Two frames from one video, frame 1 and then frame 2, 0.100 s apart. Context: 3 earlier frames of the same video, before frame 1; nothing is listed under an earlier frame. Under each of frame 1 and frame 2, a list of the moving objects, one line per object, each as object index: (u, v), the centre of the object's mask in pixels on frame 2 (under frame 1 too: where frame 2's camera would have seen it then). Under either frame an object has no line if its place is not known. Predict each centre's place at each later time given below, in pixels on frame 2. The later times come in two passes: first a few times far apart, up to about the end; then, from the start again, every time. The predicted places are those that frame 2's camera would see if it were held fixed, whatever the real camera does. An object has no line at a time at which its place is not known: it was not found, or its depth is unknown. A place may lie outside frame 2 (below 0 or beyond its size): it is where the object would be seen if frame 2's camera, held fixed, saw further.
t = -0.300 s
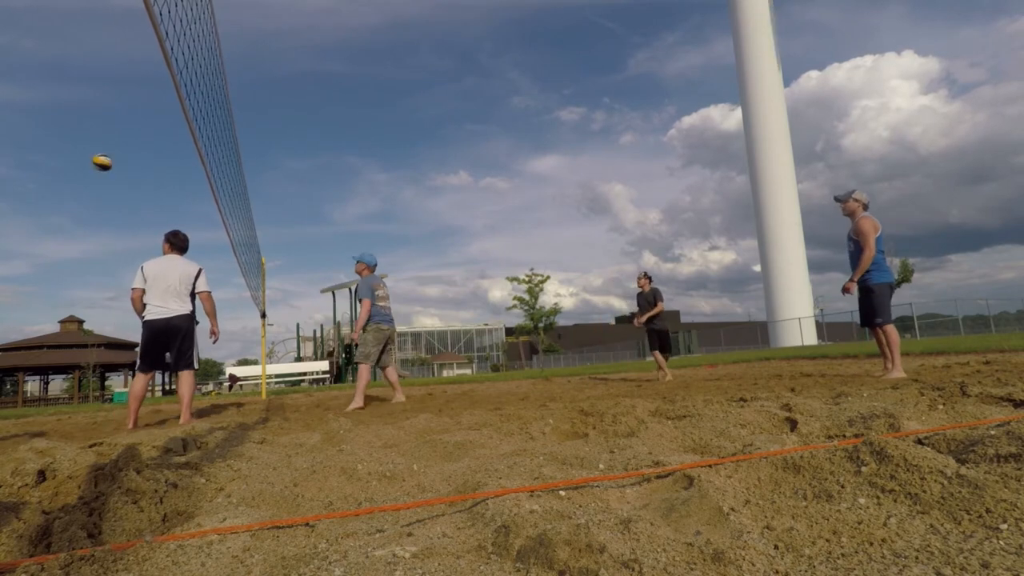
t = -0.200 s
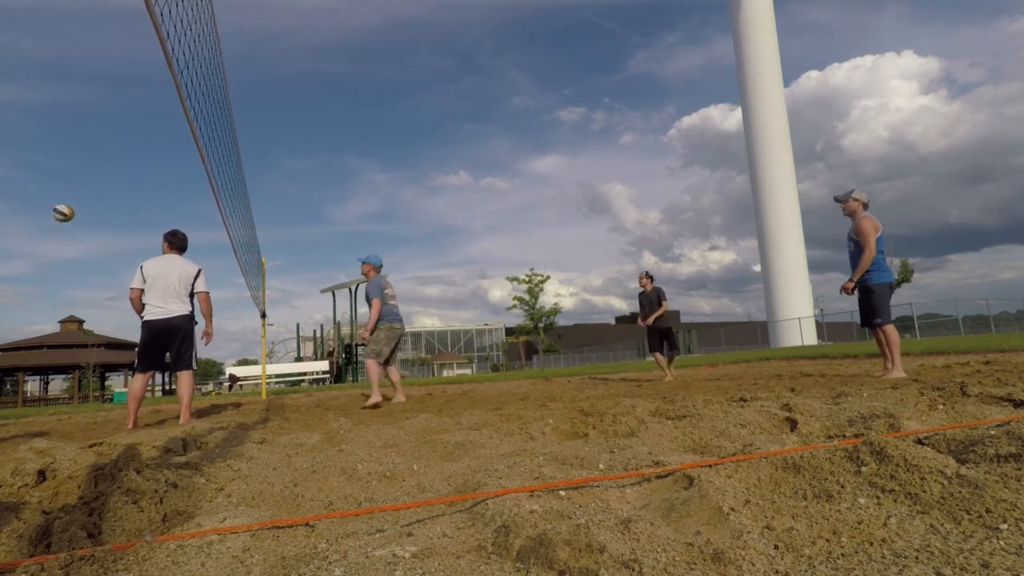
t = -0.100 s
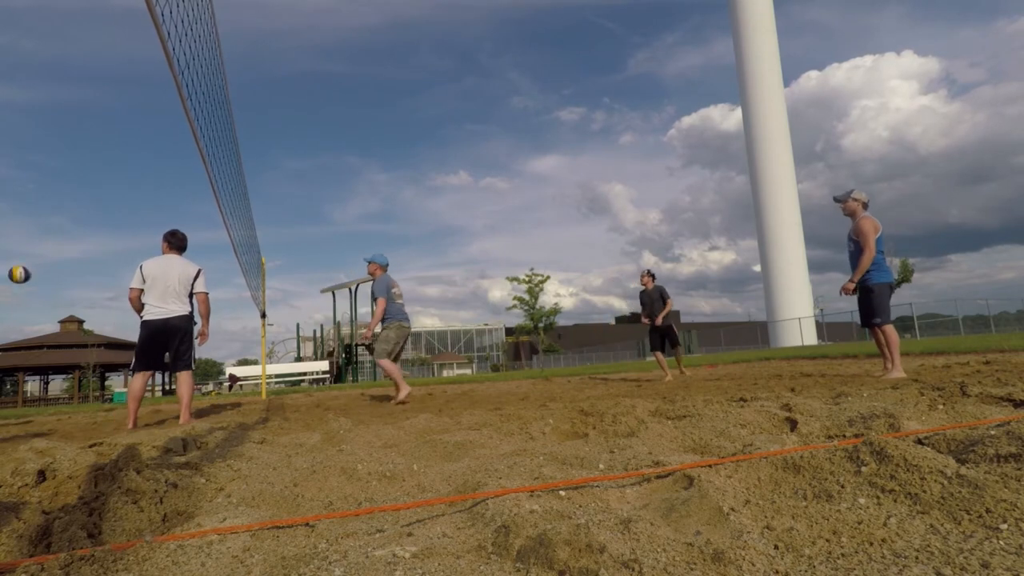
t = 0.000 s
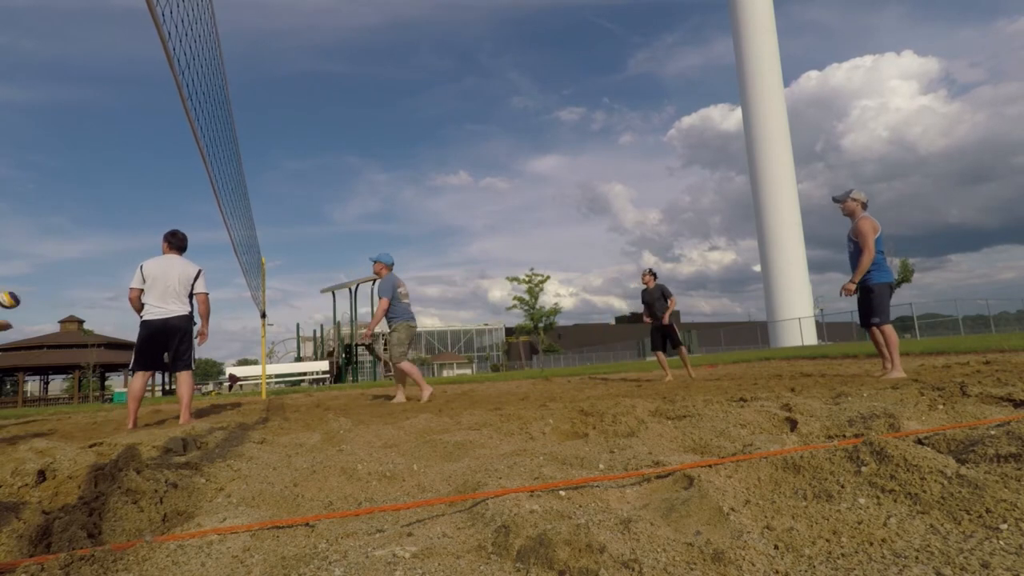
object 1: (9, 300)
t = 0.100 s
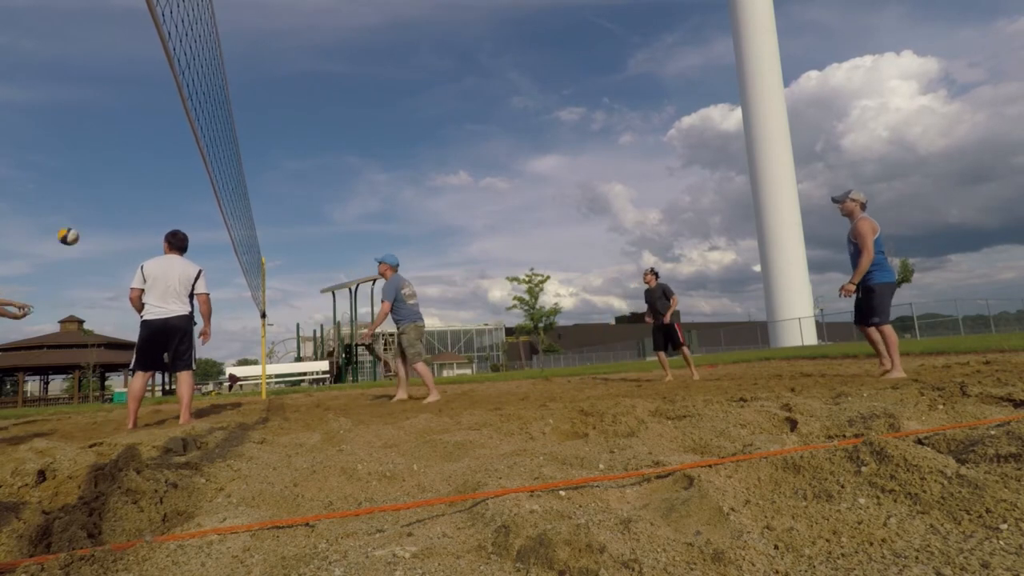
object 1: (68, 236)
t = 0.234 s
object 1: (142, 167)
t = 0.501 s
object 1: (281, 76)
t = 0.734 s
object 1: (394, 46)
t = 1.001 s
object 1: (520, 65)
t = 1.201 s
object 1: (613, 115)
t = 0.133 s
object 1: (87, 217)
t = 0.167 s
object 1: (106, 199)
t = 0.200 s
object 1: (124, 183)
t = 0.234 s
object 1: (142, 167)
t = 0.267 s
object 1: (160, 152)
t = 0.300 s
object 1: (177, 138)
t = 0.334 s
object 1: (196, 125)
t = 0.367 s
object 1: (213, 113)
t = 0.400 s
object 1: (230, 102)
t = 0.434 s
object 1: (247, 92)
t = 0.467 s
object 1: (264, 84)
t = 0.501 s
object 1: (281, 76)
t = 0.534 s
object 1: (297, 69)
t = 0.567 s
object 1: (313, 63)
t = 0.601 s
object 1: (330, 58)
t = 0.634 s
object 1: (345, 53)
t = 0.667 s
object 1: (362, 49)
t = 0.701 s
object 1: (378, 47)
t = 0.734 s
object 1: (394, 46)
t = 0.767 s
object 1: (410, 45)
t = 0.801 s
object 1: (426, 45)
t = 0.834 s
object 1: (441, 46)
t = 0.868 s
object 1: (457, 48)
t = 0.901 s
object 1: (473, 51)
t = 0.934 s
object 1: (489, 55)
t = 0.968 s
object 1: (504, 60)
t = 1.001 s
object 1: (520, 65)
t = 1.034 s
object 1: (535, 71)
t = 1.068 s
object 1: (551, 78)
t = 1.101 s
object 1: (566, 86)
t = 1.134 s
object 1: (582, 95)
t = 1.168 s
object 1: (598, 105)
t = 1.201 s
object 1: (613, 115)
